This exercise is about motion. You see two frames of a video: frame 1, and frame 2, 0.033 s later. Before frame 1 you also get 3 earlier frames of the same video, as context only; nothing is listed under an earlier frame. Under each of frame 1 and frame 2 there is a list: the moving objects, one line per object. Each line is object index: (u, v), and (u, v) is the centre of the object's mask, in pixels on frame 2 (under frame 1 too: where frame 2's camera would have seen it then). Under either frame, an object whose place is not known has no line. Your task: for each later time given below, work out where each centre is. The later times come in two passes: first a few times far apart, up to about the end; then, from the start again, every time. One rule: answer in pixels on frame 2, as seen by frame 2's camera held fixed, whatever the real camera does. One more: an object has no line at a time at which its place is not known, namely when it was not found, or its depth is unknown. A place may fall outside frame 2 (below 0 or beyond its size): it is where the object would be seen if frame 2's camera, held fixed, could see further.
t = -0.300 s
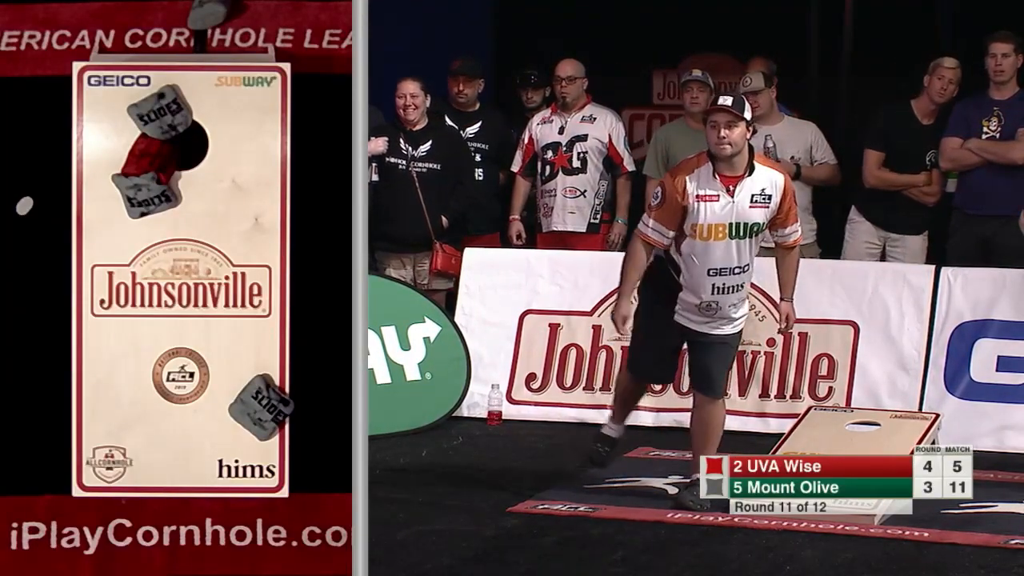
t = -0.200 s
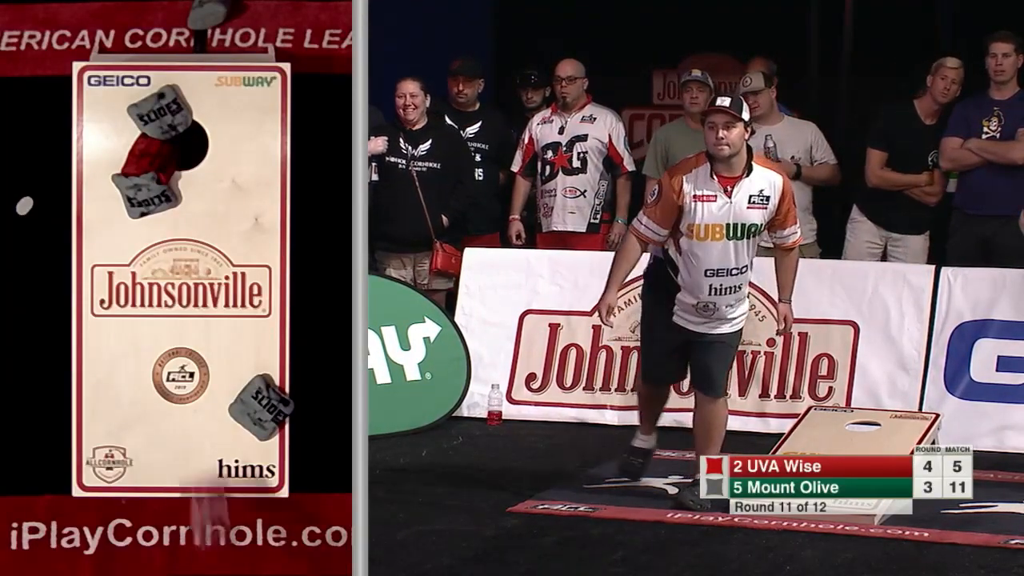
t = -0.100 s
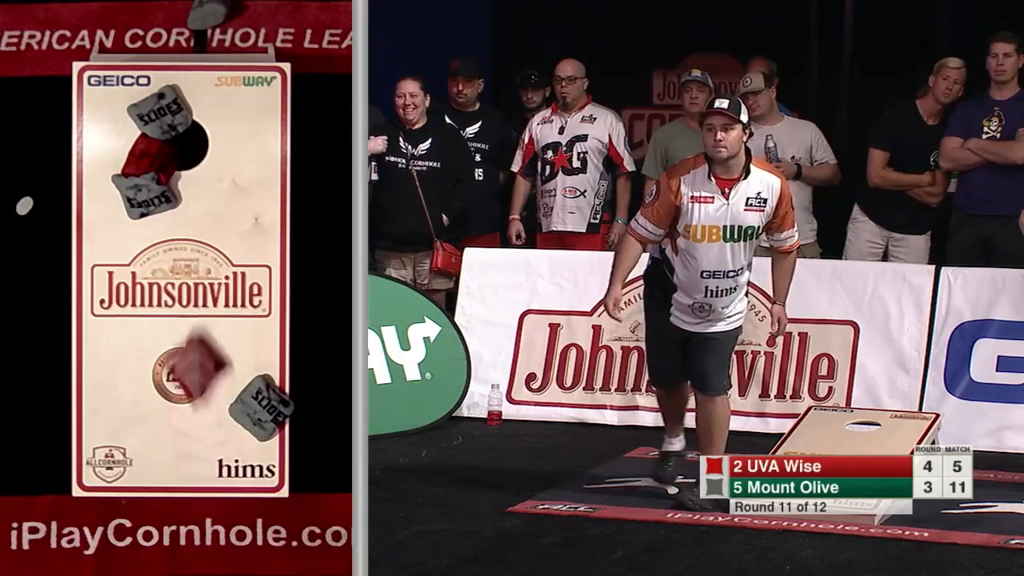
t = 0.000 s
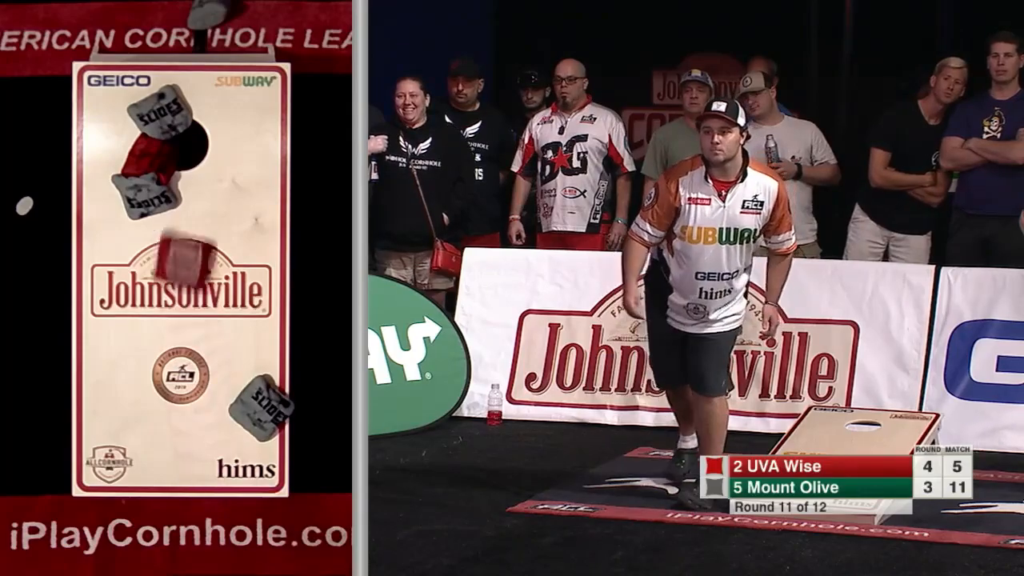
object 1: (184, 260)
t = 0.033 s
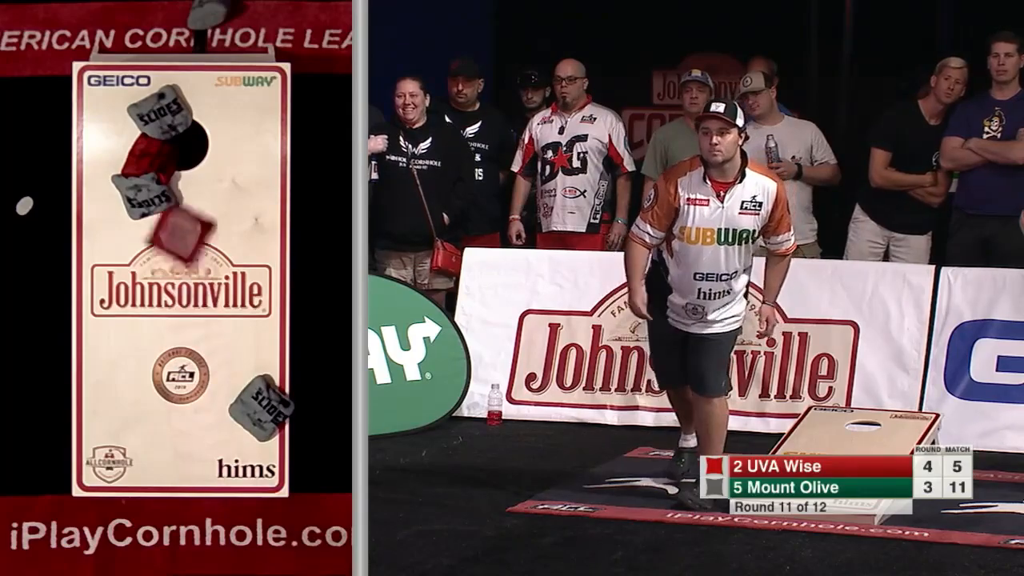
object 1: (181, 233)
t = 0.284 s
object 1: (188, 199)
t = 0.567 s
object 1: (188, 202)
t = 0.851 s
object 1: (188, 202)
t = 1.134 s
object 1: (188, 202)
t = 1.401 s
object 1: (188, 202)
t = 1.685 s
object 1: (188, 202)
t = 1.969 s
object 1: (188, 202)
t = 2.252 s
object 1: (188, 202)
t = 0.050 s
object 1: (179, 222)
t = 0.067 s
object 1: (178, 214)
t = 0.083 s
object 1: (179, 208)
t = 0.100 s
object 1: (179, 204)
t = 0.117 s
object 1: (180, 200)
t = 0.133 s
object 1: (181, 198)
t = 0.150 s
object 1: (183, 197)
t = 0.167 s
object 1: (184, 196)
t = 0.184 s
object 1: (185, 195)
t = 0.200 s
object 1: (186, 196)
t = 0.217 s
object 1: (186, 196)
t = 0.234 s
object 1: (186, 197)
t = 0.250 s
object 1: (187, 198)
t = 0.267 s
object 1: (187, 198)
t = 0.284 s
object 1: (188, 199)
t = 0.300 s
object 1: (188, 199)
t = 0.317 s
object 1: (188, 200)
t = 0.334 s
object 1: (188, 200)
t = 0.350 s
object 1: (188, 201)
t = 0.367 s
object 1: (188, 201)
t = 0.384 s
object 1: (188, 201)
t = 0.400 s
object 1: (188, 201)
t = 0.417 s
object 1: (188, 201)
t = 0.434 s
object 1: (188, 202)
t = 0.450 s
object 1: (188, 201)
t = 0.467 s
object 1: (188, 202)
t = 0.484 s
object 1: (188, 202)
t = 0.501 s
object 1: (188, 202)
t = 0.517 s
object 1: (188, 201)
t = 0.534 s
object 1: (188, 202)
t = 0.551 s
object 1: (188, 202)
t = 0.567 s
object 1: (188, 202)
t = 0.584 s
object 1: (188, 202)
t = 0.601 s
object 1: (188, 202)
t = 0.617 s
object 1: (188, 202)
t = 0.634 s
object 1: (188, 202)
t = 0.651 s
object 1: (188, 202)
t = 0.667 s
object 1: (188, 202)
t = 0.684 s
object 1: (188, 202)
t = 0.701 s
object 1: (188, 202)
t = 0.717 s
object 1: (188, 202)
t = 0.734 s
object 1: (188, 202)
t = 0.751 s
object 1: (188, 202)
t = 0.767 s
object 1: (188, 202)
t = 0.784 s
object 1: (188, 202)
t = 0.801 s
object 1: (188, 202)
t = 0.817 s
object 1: (188, 202)
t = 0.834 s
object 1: (188, 202)
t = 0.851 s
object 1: (188, 202)
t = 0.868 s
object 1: (188, 202)
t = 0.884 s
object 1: (188, 202)
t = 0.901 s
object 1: (188, 202)
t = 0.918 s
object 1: (188, 202)
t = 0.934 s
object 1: (188, 202)
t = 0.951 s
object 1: (188, 202)
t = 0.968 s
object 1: (188, 202)
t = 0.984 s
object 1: (188, 202)
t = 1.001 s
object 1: (188, 202)
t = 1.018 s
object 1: (188, 202)
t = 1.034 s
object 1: (188, 202)
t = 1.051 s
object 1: (188, 202)
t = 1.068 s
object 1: (188, 202)
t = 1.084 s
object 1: (188, 202)
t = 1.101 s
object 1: (188, 202)
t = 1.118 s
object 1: (188, 202)
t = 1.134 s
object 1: (188, 202)
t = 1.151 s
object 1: (188, 202)
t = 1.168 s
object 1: (188, 202)
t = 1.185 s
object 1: (188, 202)
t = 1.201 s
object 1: (188, 202)
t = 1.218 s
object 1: (188, 202)
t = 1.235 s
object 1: (188, 202)
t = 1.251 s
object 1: (188, 202)
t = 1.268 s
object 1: (188, 202)
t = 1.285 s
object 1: (188, 202)
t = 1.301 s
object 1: (188, 202)
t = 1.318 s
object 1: (188, 202)
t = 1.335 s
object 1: (188, 202)
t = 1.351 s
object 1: (188, 202)
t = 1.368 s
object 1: (188, 202)
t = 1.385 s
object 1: (188, 202)
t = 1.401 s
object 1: (188, 202)
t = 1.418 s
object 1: (188, 202)
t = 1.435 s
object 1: (188, 202)
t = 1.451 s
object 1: (188, 202)
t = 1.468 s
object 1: (188, 202)
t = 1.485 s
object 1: (188, 202)
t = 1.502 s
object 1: (188, 202)
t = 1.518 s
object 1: (188, 202)
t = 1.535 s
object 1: (188, 202)
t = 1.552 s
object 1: (188, 202)
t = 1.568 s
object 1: (188, 202)
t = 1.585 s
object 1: (188, 202)
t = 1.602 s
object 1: (188, 202)
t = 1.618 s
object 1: (188, 202)
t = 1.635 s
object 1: (188, 202)
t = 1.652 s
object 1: (188, 202)
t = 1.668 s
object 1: (188, 202)
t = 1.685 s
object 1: (188, 202)
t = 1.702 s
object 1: (188, 202)
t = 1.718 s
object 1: (188, 202)
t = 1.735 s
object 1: (188, 202)
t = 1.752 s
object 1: (188, 202)
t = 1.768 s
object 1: (188, 202)
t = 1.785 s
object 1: (188, 202)
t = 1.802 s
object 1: (188, 202)
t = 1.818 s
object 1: (188, 202)
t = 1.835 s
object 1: (188, 202)
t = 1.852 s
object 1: (188, 202)
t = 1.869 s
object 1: (188, 202)
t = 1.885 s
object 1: (188, 202)
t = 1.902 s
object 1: (188, 202)
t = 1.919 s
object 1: (188, 202)
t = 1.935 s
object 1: (188, 202)
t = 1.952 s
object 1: (188, 202)
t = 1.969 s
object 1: (188, 202)
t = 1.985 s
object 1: (188, 202)
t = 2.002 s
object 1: (188, 202)
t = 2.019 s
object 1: (188, 202)
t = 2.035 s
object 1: (188, 202)
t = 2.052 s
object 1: (188, 202)
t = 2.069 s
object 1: (188, 202)
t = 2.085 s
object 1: (188, 202)
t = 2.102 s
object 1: (189, 202)
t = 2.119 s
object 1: (189, 202)
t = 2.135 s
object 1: (189, 202)
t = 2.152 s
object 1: (188, 202)
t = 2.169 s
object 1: (188, 202)
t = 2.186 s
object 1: (188, 202)
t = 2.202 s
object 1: (188, 202)
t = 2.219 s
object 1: (188, 202)
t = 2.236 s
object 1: (188, 202)
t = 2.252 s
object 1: (188, 202)
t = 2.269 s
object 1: (188, 202)
